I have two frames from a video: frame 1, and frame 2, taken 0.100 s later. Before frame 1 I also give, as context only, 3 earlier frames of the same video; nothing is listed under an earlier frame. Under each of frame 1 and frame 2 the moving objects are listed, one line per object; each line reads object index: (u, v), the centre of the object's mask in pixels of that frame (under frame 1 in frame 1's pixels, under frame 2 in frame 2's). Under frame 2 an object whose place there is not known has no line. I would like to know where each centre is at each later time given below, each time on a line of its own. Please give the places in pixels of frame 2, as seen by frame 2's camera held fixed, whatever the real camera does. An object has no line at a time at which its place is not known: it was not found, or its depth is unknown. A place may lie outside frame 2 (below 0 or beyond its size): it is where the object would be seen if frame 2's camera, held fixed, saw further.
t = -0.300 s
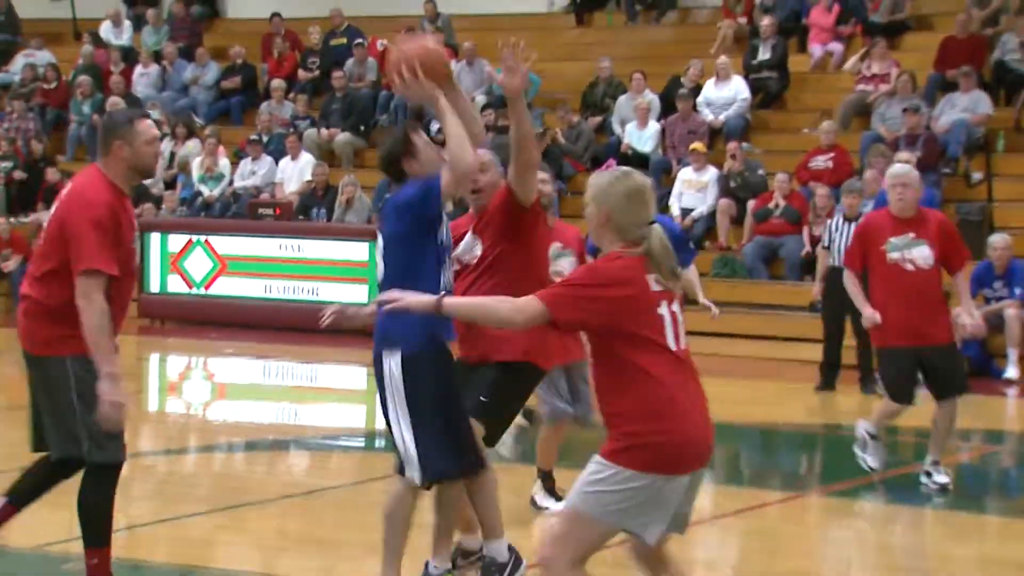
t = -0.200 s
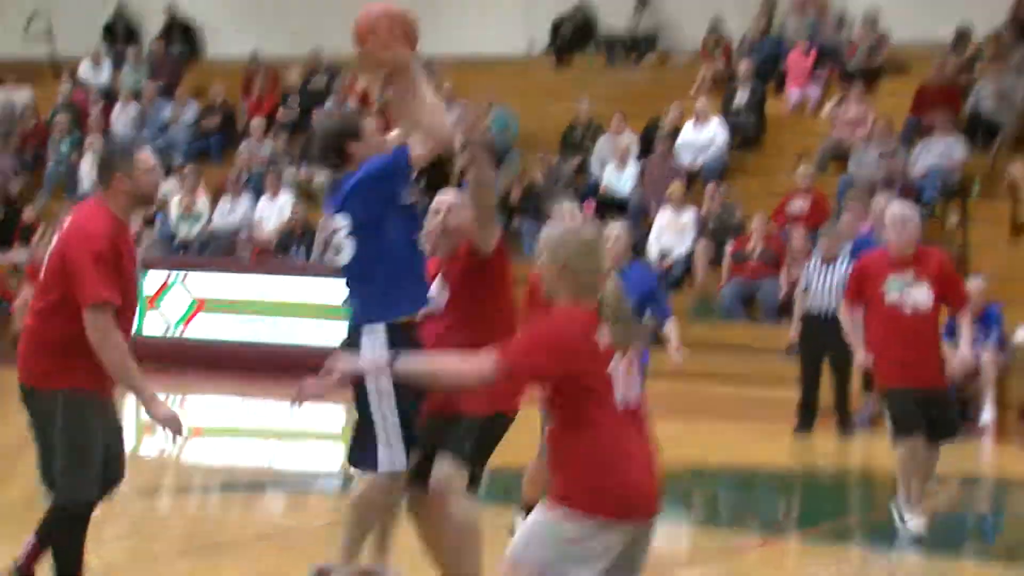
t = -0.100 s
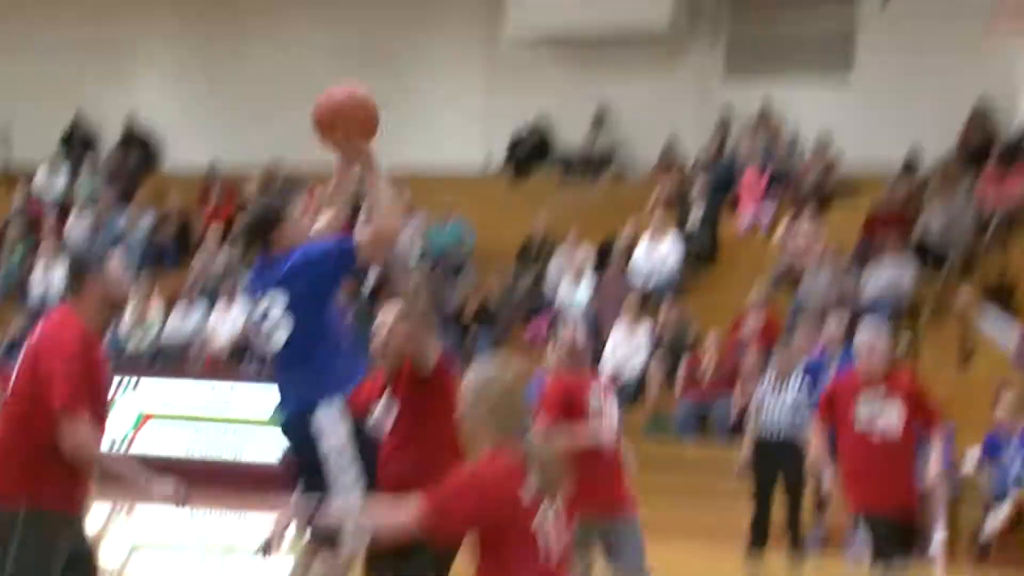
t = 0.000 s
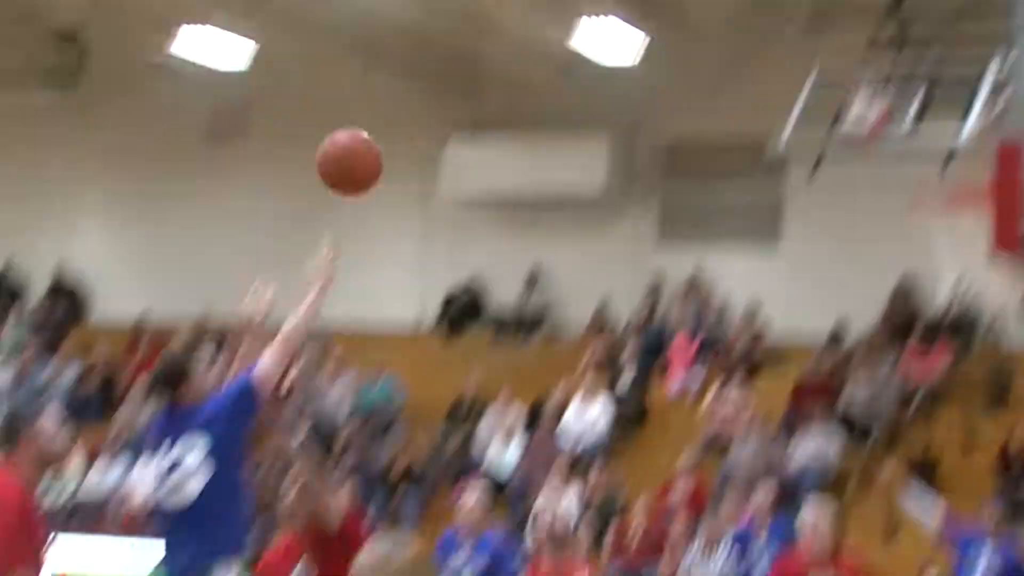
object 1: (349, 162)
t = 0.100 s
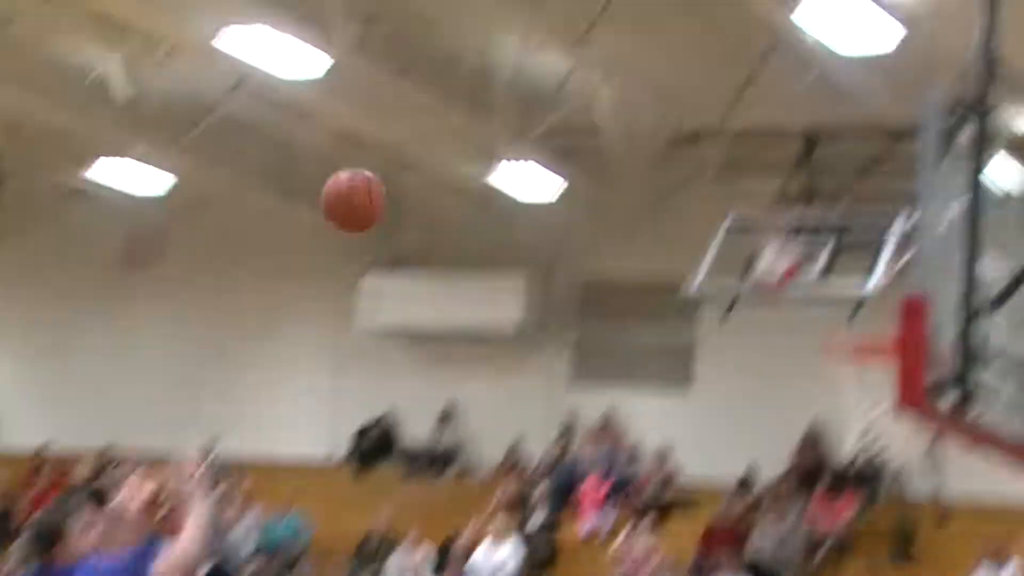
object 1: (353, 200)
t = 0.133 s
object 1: (381, 174)
